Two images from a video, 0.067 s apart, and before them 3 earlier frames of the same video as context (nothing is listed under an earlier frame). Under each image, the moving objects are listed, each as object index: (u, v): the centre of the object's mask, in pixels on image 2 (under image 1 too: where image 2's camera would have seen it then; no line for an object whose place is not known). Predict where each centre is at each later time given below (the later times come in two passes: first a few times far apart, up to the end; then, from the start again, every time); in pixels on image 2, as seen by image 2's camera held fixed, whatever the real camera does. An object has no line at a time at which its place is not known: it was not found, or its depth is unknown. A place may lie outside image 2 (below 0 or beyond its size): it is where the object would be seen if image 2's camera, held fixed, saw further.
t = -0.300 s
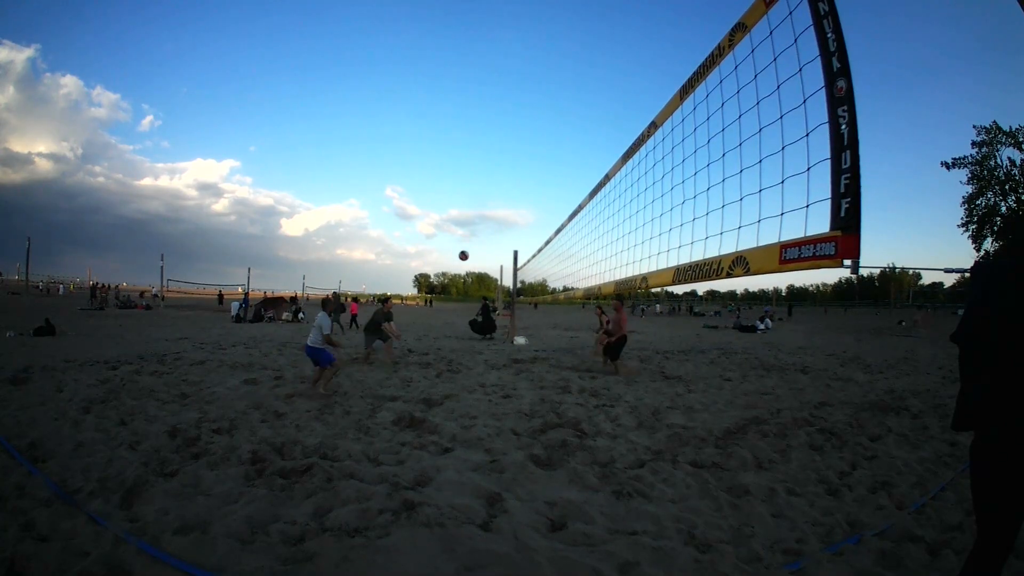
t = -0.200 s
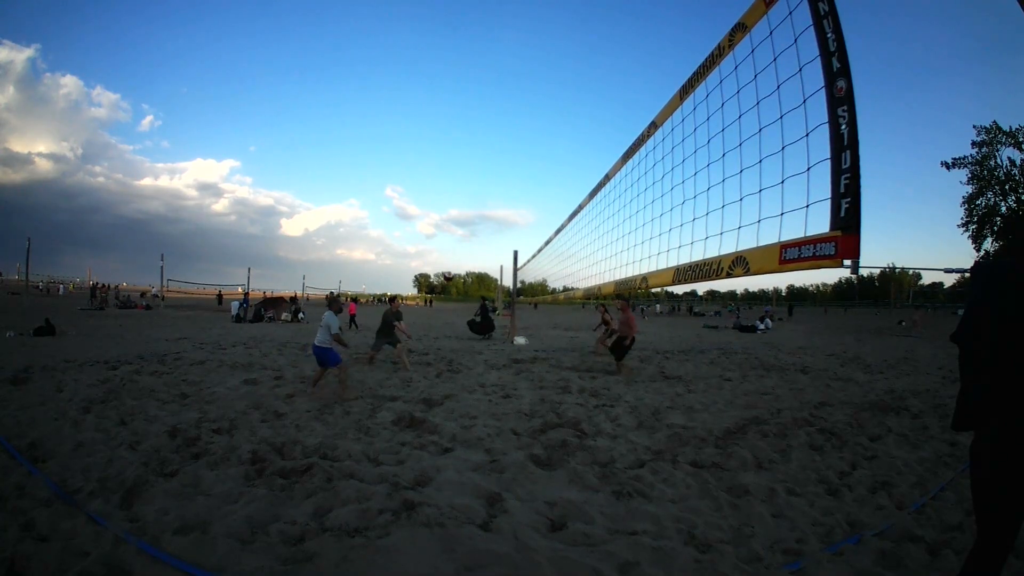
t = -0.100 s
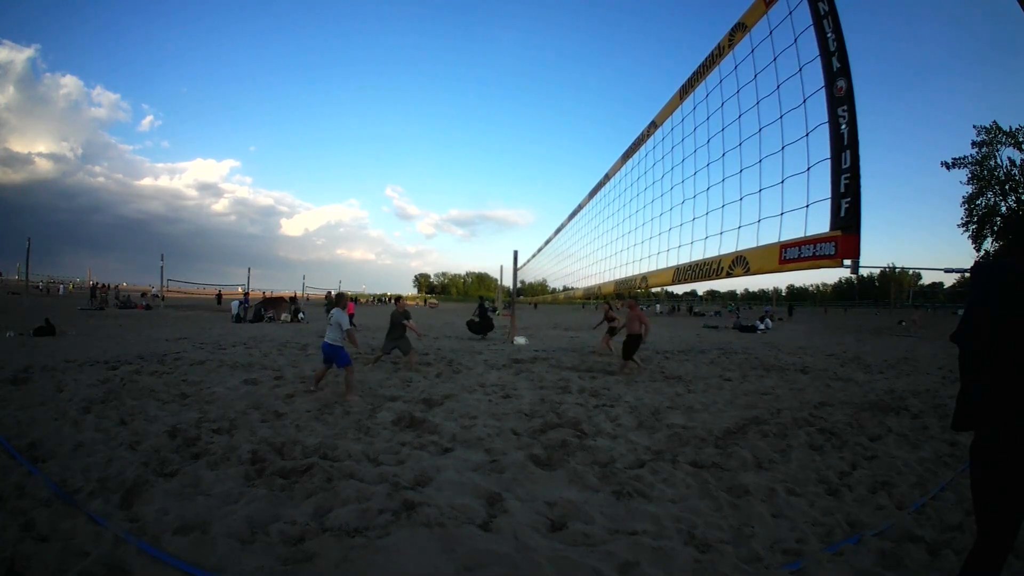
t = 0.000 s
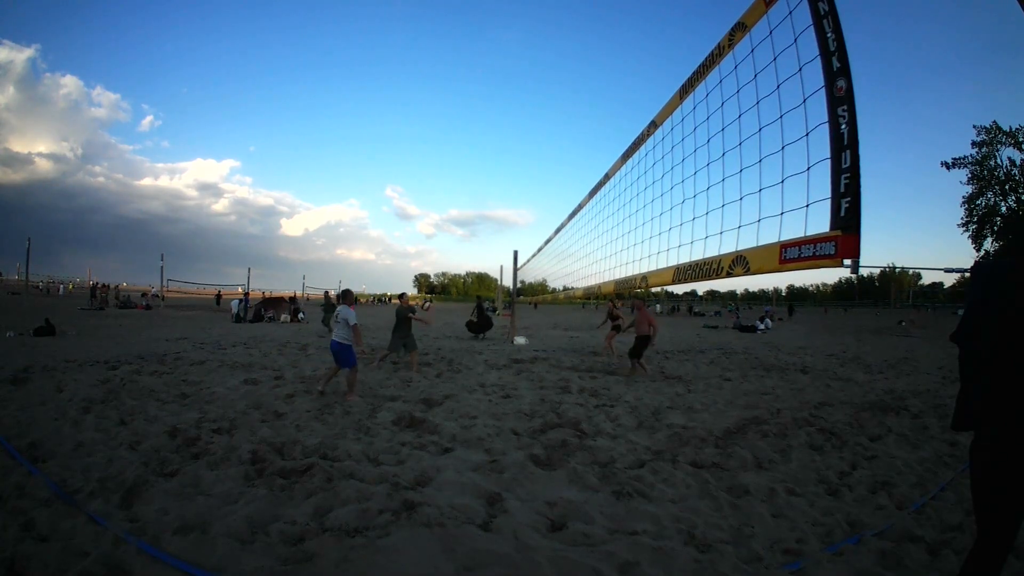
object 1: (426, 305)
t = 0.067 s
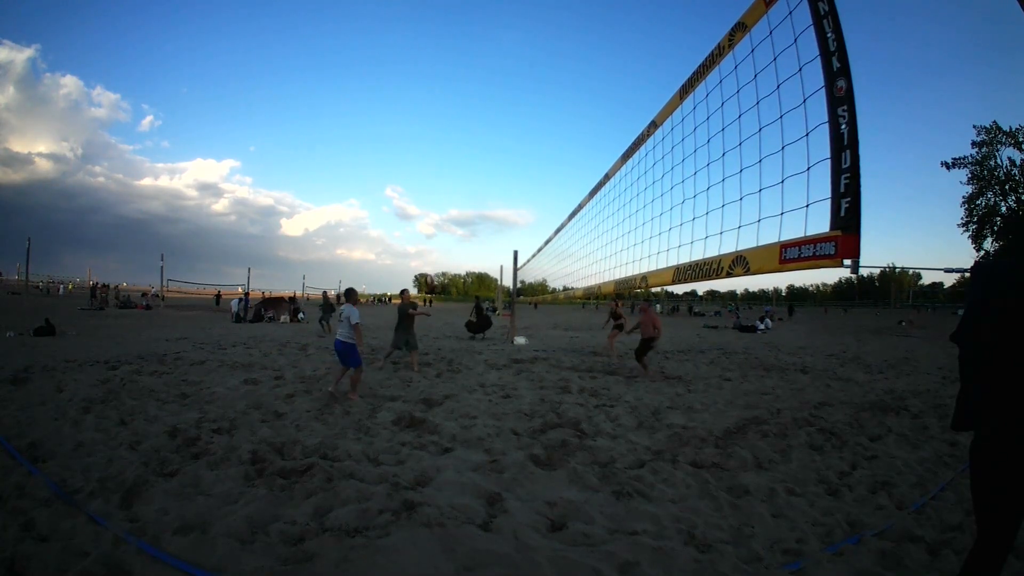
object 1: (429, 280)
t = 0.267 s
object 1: (440, 212)
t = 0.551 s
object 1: (457, 147)
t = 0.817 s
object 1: (472, 118)
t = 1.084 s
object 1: (487, 127)
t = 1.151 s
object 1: (491, 137)
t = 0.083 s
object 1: (430, 274)
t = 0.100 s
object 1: (431, 268)
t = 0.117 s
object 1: (432, 262)
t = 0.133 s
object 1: (433, 256)
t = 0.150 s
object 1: (434, 250)
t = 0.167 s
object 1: (435, 244)
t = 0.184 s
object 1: (436, 239)
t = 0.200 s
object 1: (437, 233)
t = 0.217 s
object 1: (438, 228)
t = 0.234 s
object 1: (439, 223)
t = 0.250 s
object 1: (440, 217)
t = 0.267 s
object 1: (440, 212)
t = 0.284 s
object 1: (441, 208)
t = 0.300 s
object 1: (443, 203)
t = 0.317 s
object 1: (443, 198)
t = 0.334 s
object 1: (444, 194)
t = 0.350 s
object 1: (445, 189)
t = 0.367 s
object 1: (446, 185)
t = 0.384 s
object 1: (447, 181)
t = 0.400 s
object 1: (448, 177)
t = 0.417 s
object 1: (449, 173)
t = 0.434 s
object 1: (450, 169)
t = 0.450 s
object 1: (451, 166)
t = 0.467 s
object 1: (452, 162)
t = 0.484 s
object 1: (453, 159)
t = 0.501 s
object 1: (454, 155)
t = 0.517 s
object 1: (455, 152)
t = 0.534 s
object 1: (456, 149)
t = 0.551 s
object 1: (457, 147)
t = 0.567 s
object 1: (458, 144)
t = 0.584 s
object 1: (459, 141)
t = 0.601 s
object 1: (460, 139)
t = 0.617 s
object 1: (461, 136)
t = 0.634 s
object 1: (462, 134)
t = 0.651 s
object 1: (463, 132)
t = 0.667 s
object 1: (464, 130)
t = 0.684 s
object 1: (465, 128)
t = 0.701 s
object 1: (466, 126)
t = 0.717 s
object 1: (467, 125)
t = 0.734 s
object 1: (468, 123)
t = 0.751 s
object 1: (469, 122)
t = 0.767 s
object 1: (470, 121)
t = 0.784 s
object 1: (471, 120)
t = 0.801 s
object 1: (471, 119)
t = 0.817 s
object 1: (472, 118)
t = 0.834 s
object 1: (473, 117)
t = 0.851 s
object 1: (474, 117)
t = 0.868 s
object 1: (475, 116)
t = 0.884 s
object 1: (476, 116)
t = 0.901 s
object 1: (477, 116)
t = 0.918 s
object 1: (478, 116)
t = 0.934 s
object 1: (479, 116)
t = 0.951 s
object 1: (480, 117)
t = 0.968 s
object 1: (481, 118)
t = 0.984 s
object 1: (482, 118)
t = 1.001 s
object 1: (483, 119)
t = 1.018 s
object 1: (484, 120)
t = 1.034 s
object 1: (485, 122)
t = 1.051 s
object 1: (485, 123)
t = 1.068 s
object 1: (487, 125)
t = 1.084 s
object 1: (487, 127)
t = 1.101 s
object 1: (488, 129)
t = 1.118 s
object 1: (489, 131)
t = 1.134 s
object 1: (490, 134)
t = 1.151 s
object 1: (491, 137)
